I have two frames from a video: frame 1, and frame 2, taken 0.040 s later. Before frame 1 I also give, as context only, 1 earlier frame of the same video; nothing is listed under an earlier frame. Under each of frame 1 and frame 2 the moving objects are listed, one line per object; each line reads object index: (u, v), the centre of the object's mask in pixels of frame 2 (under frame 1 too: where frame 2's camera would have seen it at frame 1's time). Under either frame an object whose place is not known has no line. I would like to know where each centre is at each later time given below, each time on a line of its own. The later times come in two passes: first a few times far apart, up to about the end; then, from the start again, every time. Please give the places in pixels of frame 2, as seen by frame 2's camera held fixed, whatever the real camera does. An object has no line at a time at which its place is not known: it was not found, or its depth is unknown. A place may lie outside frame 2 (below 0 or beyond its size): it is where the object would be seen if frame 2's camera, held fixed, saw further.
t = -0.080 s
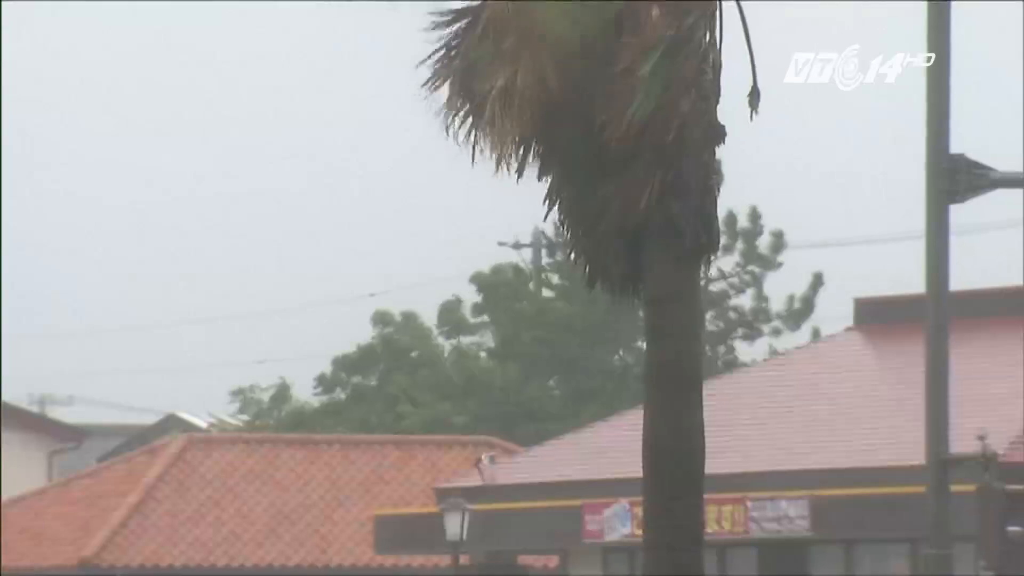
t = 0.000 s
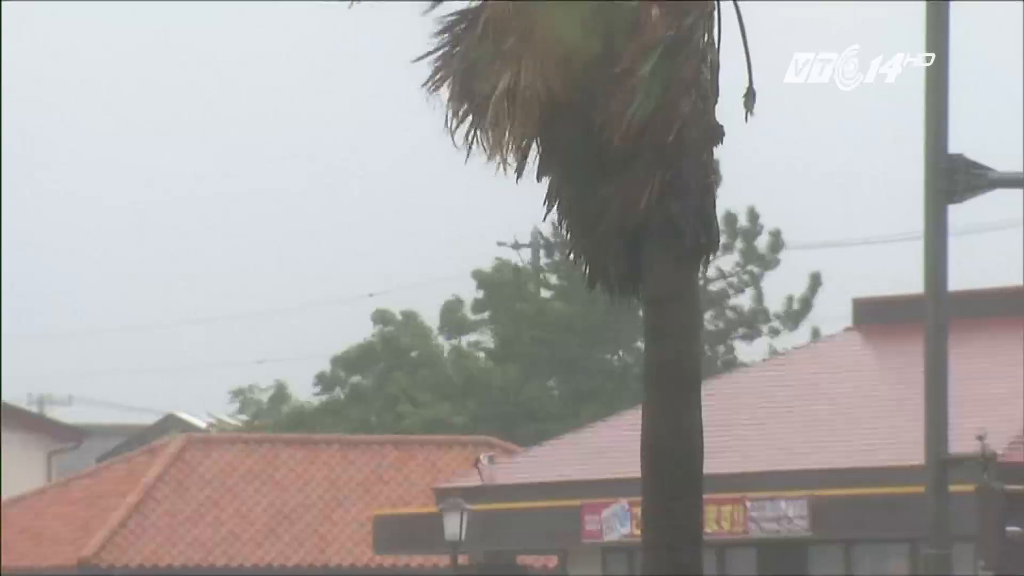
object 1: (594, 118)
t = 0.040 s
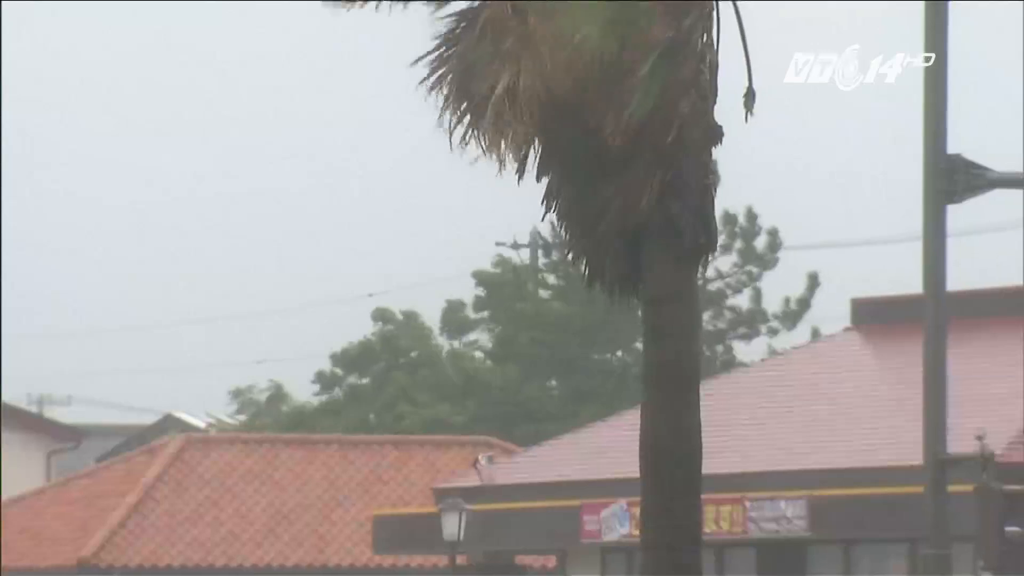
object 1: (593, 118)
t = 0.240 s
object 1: (591, 117)
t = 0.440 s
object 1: (593, 118)
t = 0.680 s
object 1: (594, 117)
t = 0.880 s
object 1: (595, 118)
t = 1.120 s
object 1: (589, 115)
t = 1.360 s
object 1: (594, 117)
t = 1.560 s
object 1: (591, 113)
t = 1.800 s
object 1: (591, 110)
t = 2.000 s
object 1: (595, 112)
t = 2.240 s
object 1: (579, 105)
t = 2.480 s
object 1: (579, 109)
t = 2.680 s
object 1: (583, 111)
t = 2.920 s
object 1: (585, 111)
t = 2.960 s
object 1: (588, 112)
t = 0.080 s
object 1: (593, 117)
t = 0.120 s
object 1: (592, 116)
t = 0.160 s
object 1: (589, 115)
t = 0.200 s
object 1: (591, 116)
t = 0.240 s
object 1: (591, 117)
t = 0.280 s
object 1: (591, 117)
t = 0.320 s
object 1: (591, 117)
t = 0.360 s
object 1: (593, 116)
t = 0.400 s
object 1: (593, 118)
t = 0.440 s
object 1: (593, 118)
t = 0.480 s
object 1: (595, 117)
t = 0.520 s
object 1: (594, 117)
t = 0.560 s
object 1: (594, 117)
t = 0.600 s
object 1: (593, 118)
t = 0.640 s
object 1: (594, 118)
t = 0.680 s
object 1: (594, 117)
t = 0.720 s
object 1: (594, 118)
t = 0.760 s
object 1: (595, 118)
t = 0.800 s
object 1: (595, 118)
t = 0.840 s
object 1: (595, 118)
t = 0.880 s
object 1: (595, 118)
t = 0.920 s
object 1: (595, 118)
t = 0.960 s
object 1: (595, 118)
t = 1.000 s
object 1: (595, 118)
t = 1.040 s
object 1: (590, 116)
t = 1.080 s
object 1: (590, 117)
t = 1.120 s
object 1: (589, 115)
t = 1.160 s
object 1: (589, 116)
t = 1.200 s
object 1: (595, 118)
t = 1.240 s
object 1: (593, 118)
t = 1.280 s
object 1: (594, 118)
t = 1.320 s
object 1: (596, 117)
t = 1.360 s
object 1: (594, 117)
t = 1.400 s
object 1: (595, 118)
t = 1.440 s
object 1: (594, 117)
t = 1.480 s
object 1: (592, 115)
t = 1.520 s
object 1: (594, 114)
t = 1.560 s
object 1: (591, 113)
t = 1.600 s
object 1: (592, 112)
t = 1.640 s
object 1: (591, 110)
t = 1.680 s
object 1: (591, 110)
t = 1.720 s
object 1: (592, 109)
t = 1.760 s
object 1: (591, 109)
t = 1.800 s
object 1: (591, 110)
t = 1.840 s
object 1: (589, 109)
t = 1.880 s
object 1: (588, 109)
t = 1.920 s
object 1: (587, 109)
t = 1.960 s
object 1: (586, 108)
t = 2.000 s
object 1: (595, 112)
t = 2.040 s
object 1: (594, 112)
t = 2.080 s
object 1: (593, 112)
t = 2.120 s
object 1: (594, 112)
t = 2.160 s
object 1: (594, 112)
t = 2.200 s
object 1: (581, 105)
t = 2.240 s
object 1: (579, 105)
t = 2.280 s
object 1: (579, 104)
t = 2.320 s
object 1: (578, 104)
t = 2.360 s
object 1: (577, 105)
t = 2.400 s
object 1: (577, 106)
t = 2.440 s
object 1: (578, 108)
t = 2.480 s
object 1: (579, 109)
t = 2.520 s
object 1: (580, 109)
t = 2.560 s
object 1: (581, 111)
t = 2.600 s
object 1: (581, 110)
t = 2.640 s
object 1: (582, 111)
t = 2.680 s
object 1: (583, 111)
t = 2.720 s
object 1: (582, 111)
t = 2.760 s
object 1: (581, 111)
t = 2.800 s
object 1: (584, 111)
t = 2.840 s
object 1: (585, 110)
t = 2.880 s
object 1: (588, 112)
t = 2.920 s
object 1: (585, 111)
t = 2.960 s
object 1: (588, 112)
